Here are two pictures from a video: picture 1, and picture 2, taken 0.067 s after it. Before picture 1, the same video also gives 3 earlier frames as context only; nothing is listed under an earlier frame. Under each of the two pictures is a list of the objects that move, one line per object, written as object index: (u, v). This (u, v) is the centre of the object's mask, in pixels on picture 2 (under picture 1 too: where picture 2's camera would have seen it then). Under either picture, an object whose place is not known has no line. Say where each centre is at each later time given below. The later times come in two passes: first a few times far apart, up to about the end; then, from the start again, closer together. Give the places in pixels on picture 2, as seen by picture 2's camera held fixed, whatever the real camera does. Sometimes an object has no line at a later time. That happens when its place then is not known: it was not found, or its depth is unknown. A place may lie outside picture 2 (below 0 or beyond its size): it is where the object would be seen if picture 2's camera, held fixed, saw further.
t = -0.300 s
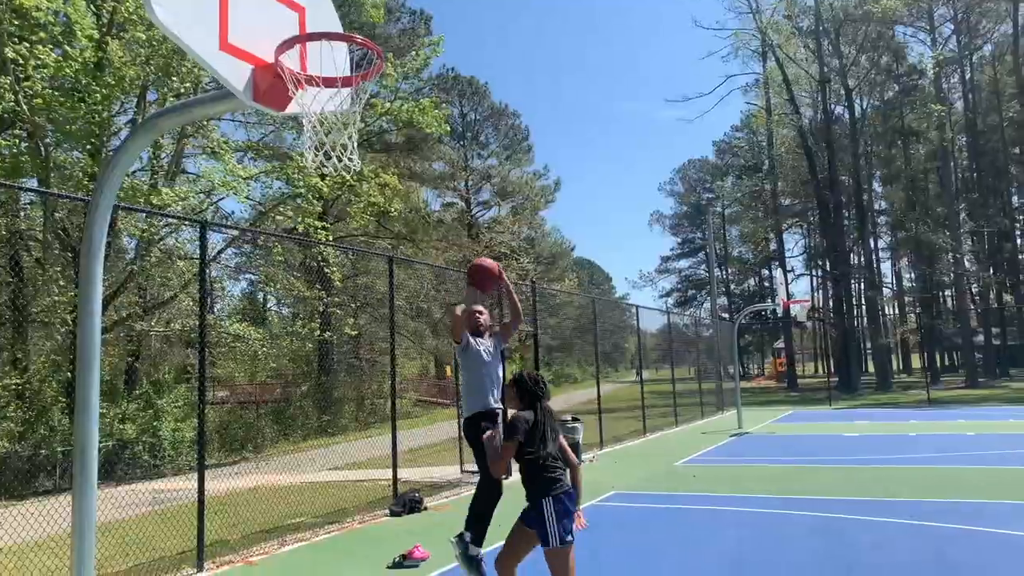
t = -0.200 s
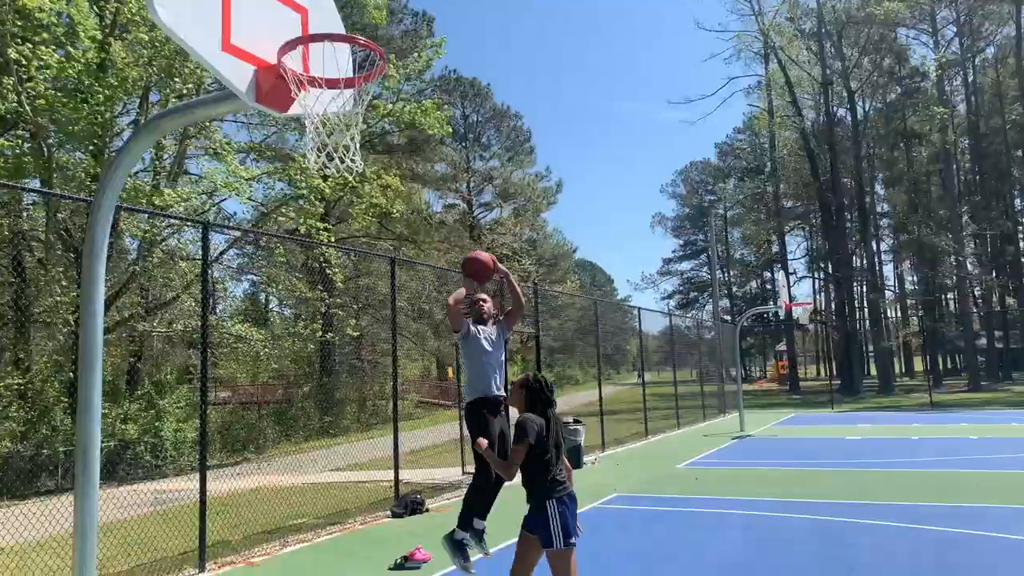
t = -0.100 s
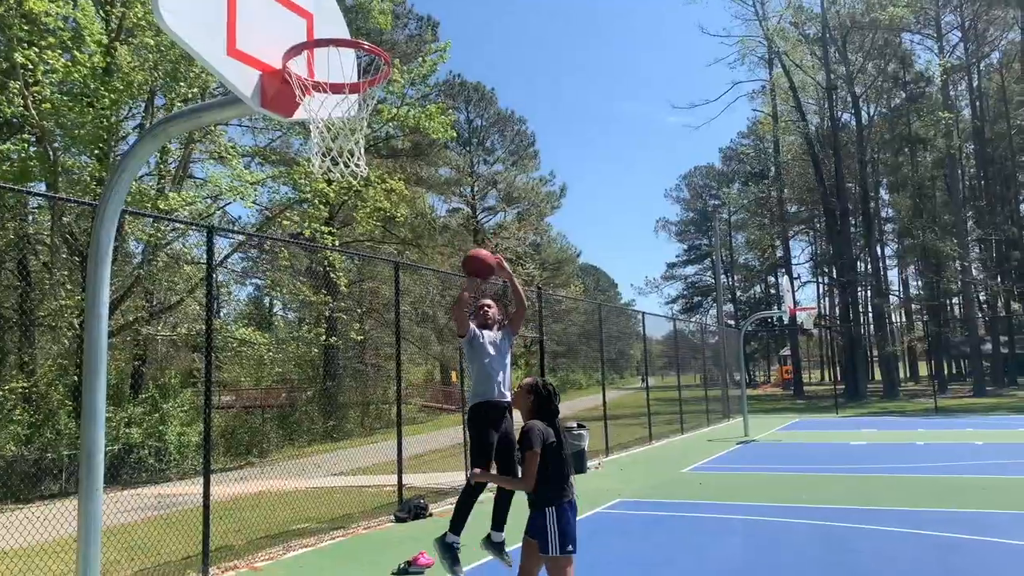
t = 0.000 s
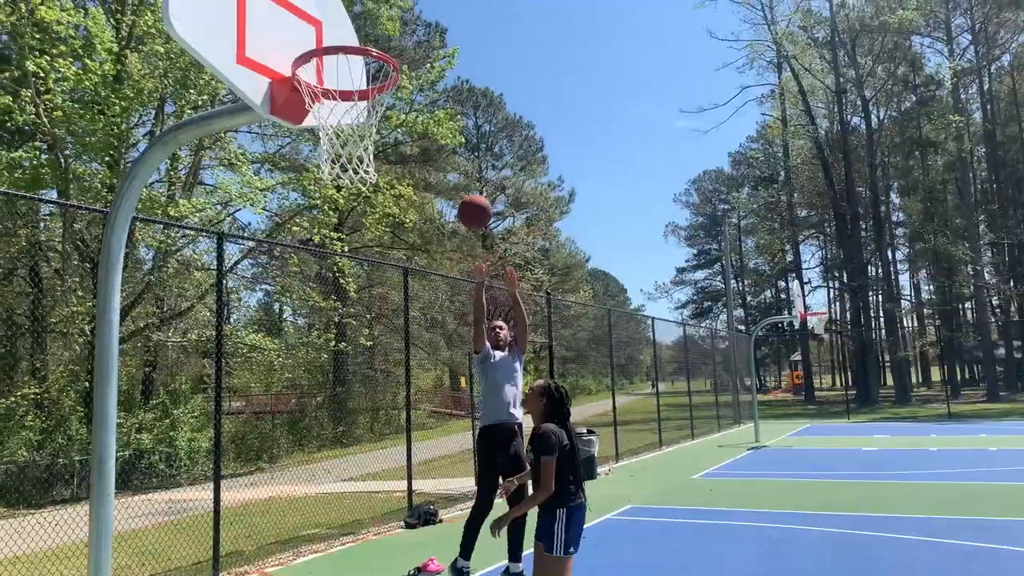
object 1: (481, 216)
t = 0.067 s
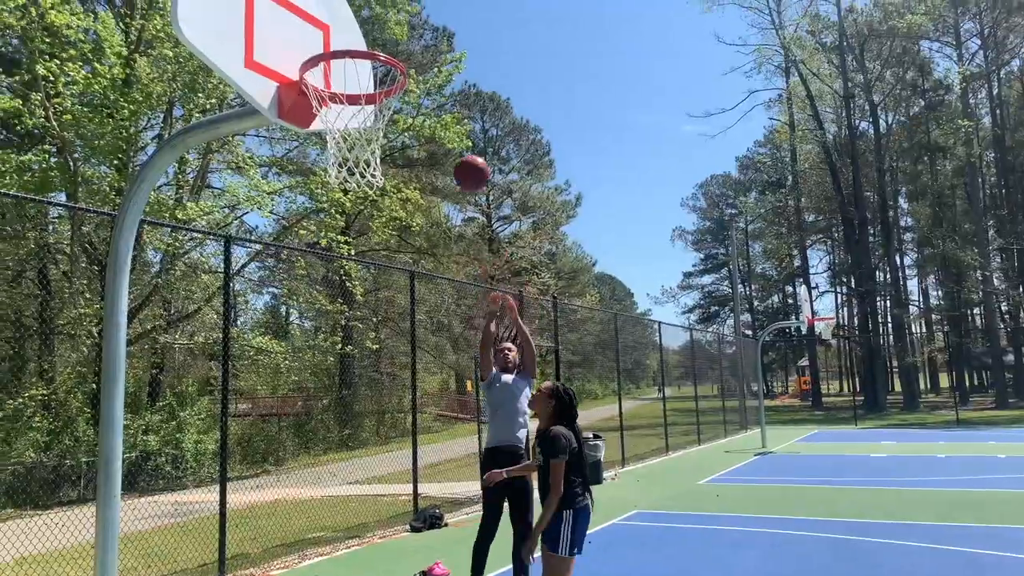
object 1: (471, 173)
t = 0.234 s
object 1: (444, 85)
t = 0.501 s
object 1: (393, 17)
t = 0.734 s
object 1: (337, 39)
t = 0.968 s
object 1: (384, 52)
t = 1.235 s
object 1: (422, 167)
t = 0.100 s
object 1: (466, 153)
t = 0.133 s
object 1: (461, 135)
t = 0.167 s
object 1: (456, 117)
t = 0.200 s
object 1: (450, 101)
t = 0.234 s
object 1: (444, 85)
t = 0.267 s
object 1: (438, 71)
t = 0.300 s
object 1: (432, 59)
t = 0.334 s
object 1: (425, 47)
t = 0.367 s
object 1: (420, 37)
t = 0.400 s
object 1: (413, 29)
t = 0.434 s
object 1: (406, 23)
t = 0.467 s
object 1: (400, 20)
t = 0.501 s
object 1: (393, 17)
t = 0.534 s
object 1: (385, 17)
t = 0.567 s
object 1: (376, 18)
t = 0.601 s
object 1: (369, 19)
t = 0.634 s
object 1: (360, 24)
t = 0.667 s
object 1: (351, 28)
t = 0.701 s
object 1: (342, 34)
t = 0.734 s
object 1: (337, 39)
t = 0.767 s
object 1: (346, 36)
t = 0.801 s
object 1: (353, 34)
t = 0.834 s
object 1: (360, 36)
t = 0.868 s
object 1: (367, 37)
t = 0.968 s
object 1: (384, 52)
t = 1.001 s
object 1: (389, 67)
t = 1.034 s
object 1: (394, 73)
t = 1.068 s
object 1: (401, 84)
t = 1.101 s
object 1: (409, 99)
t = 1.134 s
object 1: (413, 116)
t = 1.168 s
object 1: (414, 131)
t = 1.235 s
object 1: (422, 167)
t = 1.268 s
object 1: (426, 187)
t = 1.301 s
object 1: (430, 208)
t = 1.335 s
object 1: (434, 230)
